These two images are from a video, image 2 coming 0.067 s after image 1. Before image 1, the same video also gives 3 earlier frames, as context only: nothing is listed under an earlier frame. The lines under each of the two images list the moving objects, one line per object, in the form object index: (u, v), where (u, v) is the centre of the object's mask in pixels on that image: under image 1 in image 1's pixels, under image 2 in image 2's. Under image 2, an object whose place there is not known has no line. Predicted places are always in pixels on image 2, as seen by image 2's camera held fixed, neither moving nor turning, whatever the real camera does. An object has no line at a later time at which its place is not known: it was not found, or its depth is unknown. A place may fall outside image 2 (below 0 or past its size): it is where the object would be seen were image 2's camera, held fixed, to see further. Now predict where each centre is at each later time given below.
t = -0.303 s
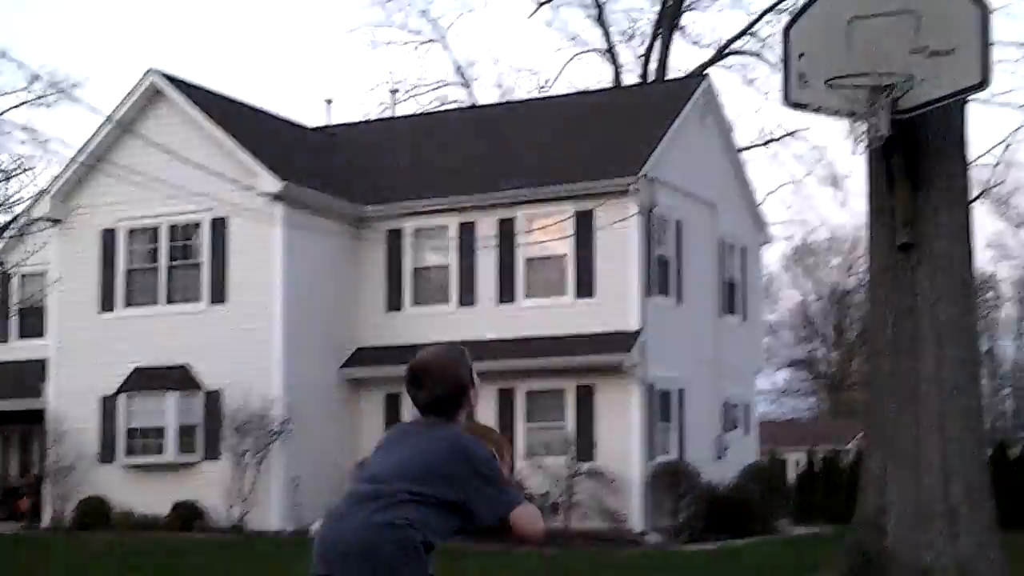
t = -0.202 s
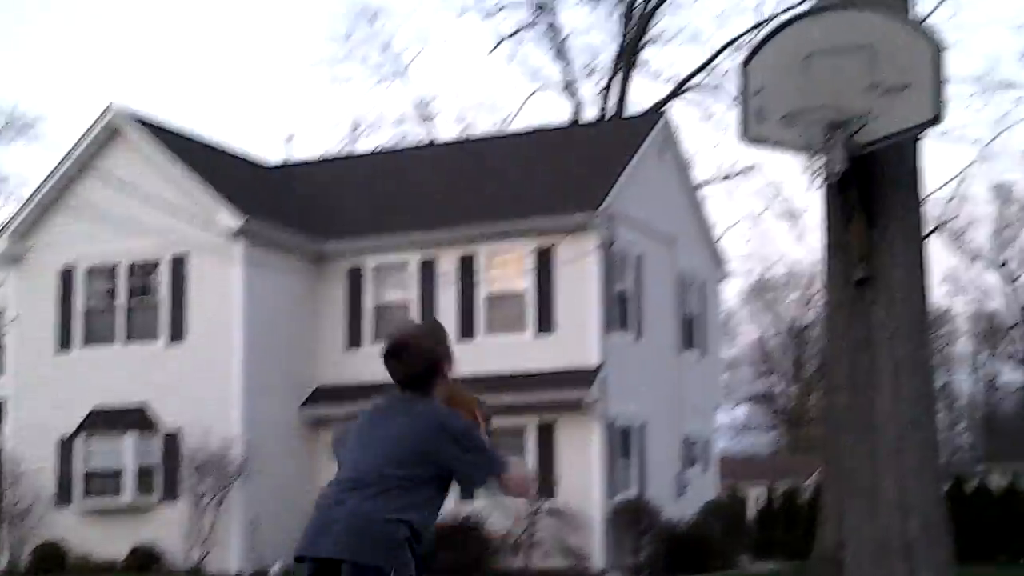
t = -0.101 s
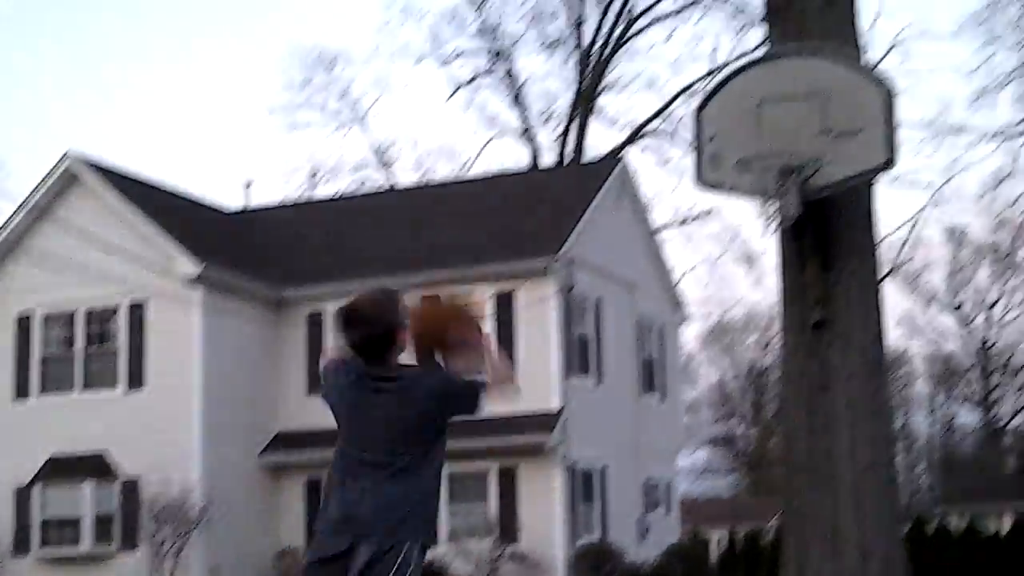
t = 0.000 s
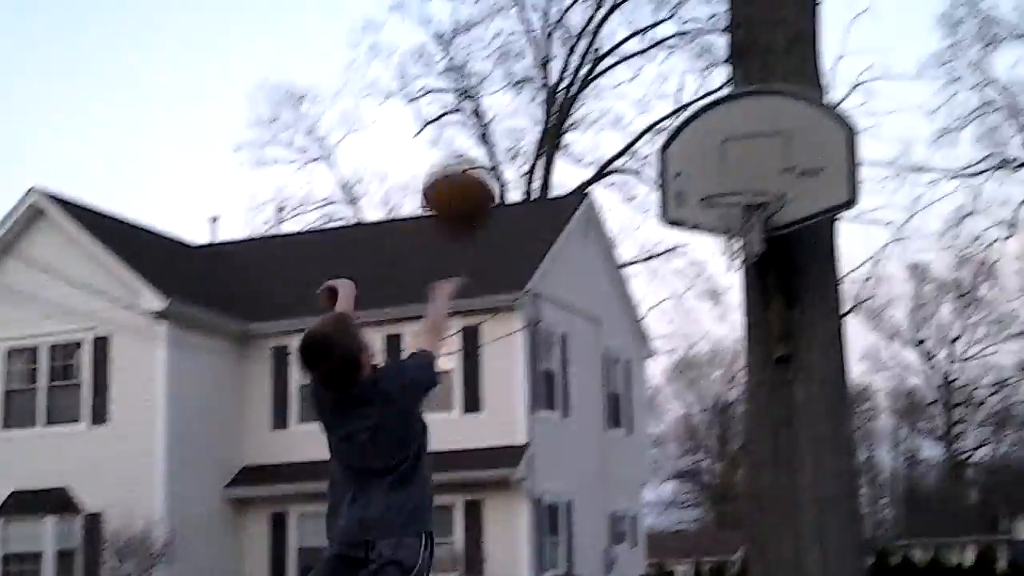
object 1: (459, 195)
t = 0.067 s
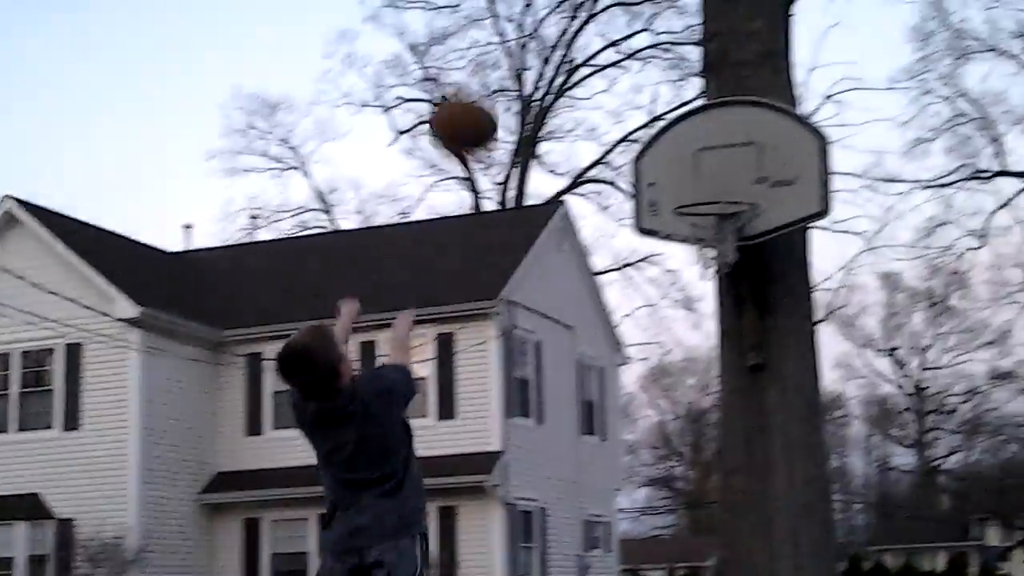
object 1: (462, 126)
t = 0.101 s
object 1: (476, 92)
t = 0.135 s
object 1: (487, 63)
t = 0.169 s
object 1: (498, 36)
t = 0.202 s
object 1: (509, 18)
